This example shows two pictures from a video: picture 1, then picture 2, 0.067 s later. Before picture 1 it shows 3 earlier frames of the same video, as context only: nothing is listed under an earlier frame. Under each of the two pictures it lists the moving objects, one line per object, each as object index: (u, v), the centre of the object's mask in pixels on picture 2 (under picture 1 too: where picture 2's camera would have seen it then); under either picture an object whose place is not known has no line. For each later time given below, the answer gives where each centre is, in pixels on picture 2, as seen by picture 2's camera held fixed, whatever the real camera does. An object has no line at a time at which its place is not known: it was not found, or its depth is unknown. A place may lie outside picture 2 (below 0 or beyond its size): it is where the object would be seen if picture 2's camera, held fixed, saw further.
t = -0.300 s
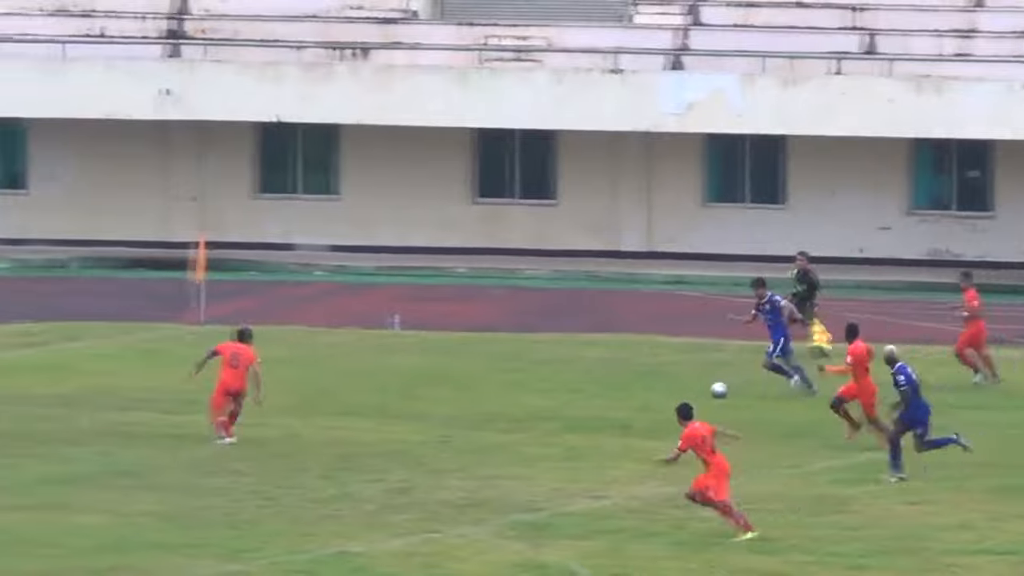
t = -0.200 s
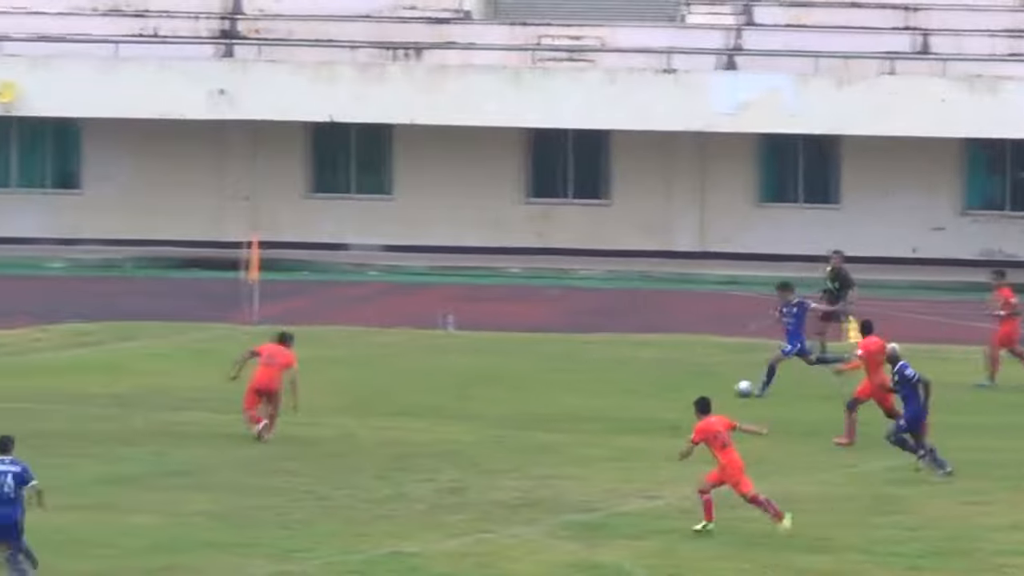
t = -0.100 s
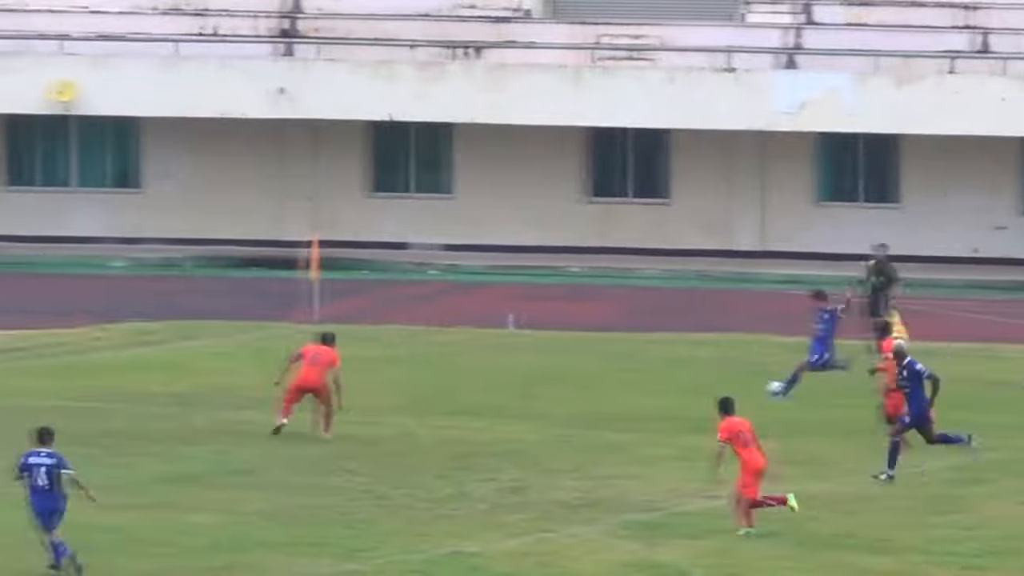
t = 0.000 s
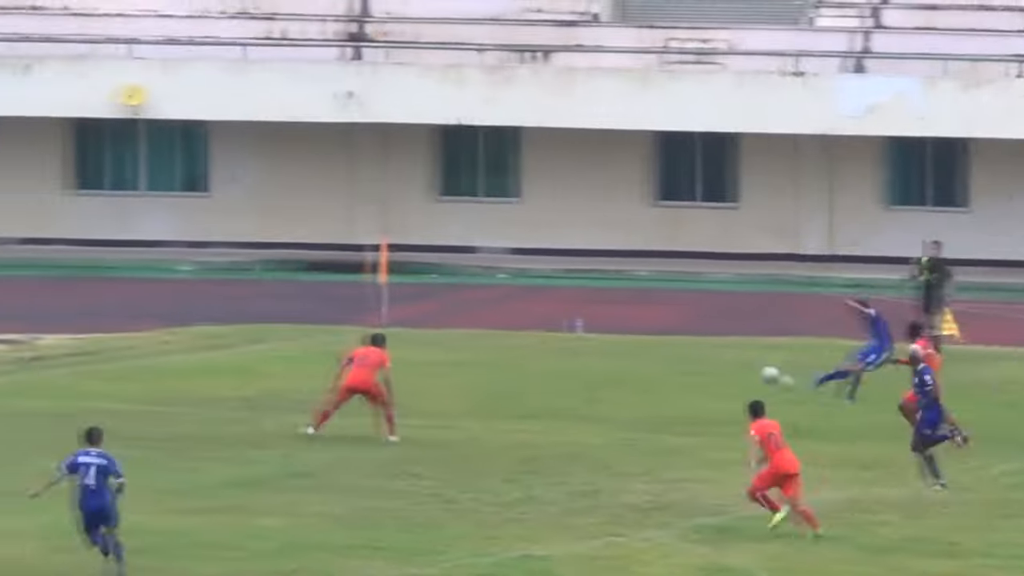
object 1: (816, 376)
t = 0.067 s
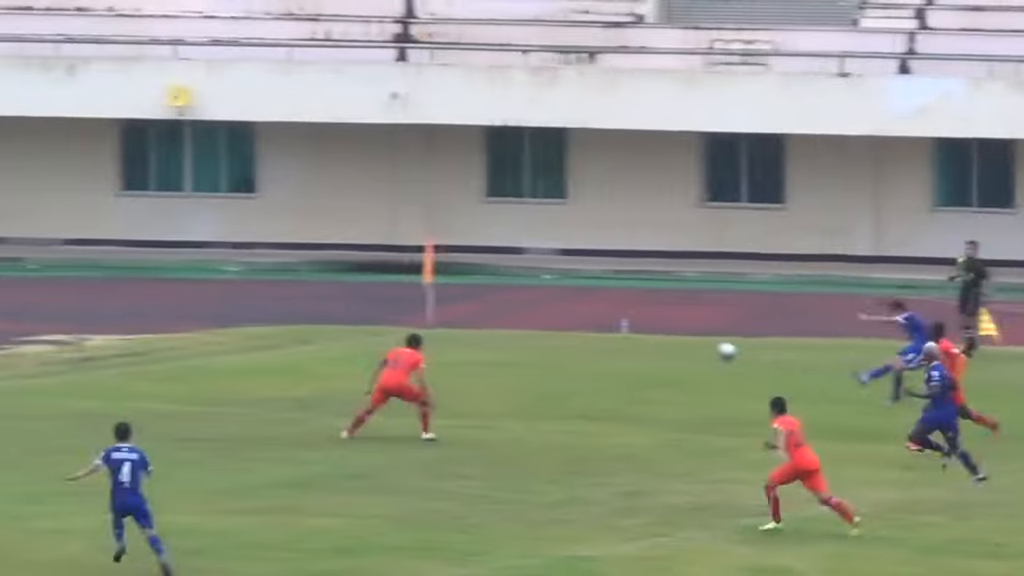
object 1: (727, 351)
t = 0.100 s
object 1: (672, 336)
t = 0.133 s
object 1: (637, 328)
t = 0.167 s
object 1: (586, 317)
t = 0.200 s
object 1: (532, 304)
